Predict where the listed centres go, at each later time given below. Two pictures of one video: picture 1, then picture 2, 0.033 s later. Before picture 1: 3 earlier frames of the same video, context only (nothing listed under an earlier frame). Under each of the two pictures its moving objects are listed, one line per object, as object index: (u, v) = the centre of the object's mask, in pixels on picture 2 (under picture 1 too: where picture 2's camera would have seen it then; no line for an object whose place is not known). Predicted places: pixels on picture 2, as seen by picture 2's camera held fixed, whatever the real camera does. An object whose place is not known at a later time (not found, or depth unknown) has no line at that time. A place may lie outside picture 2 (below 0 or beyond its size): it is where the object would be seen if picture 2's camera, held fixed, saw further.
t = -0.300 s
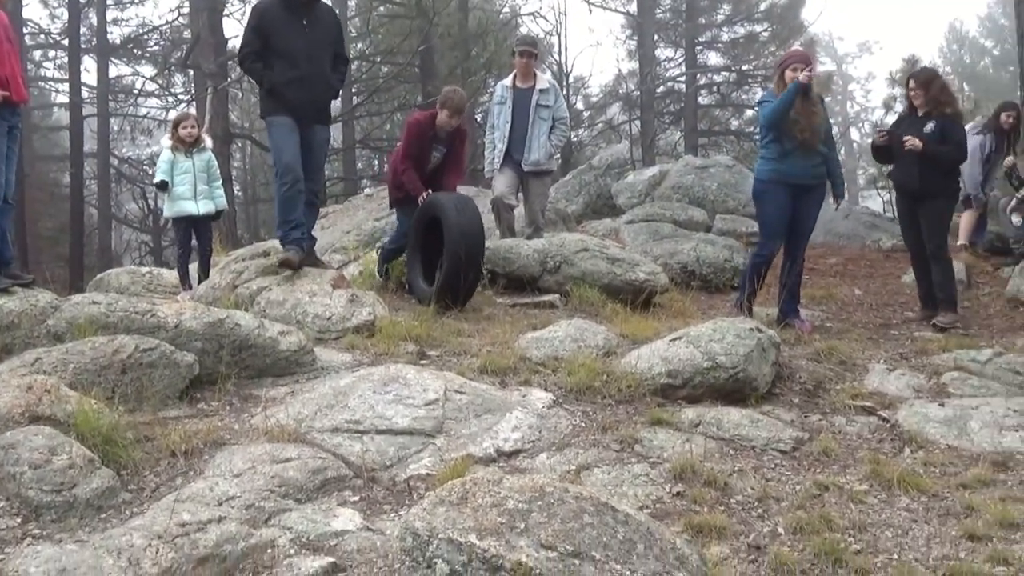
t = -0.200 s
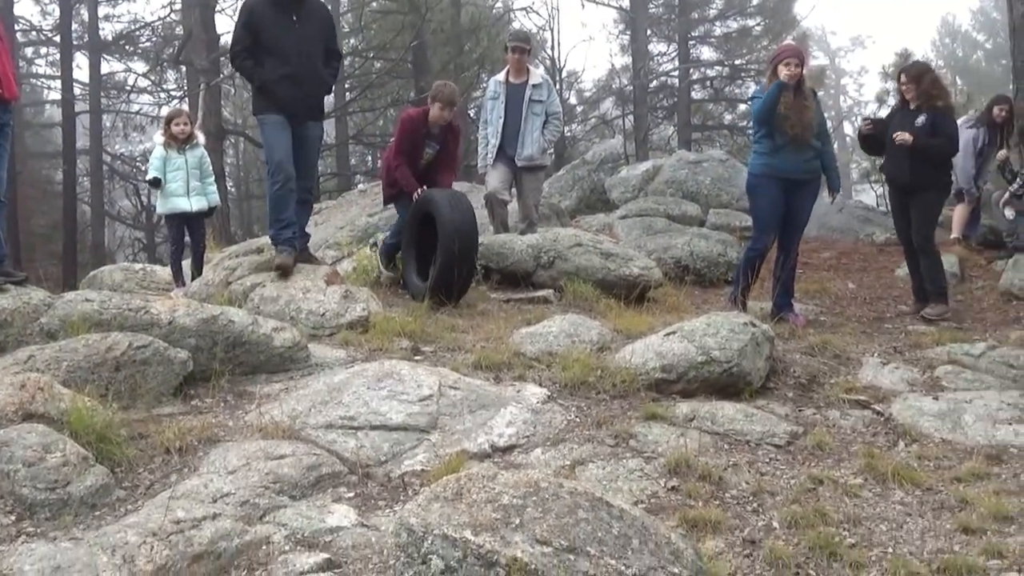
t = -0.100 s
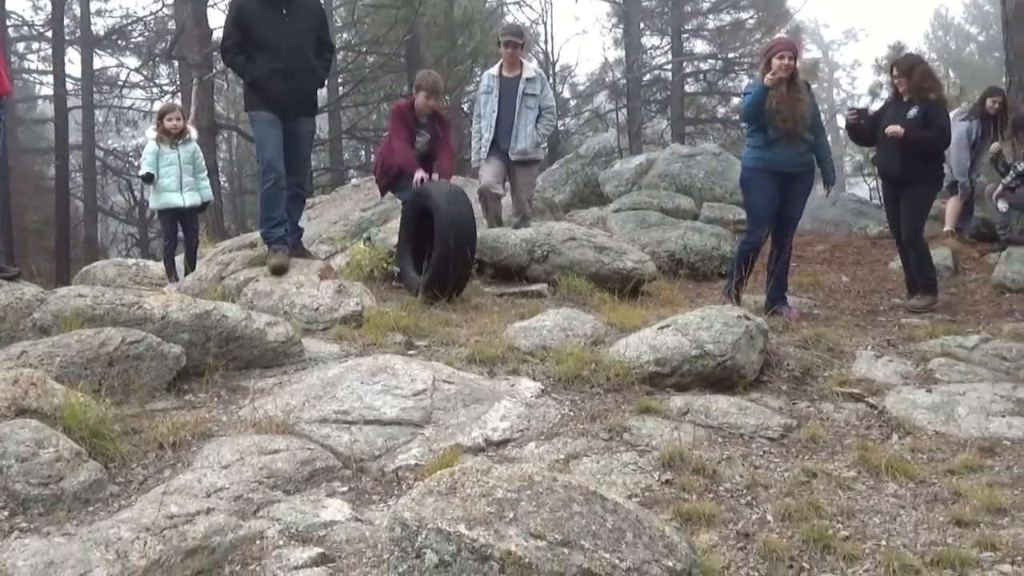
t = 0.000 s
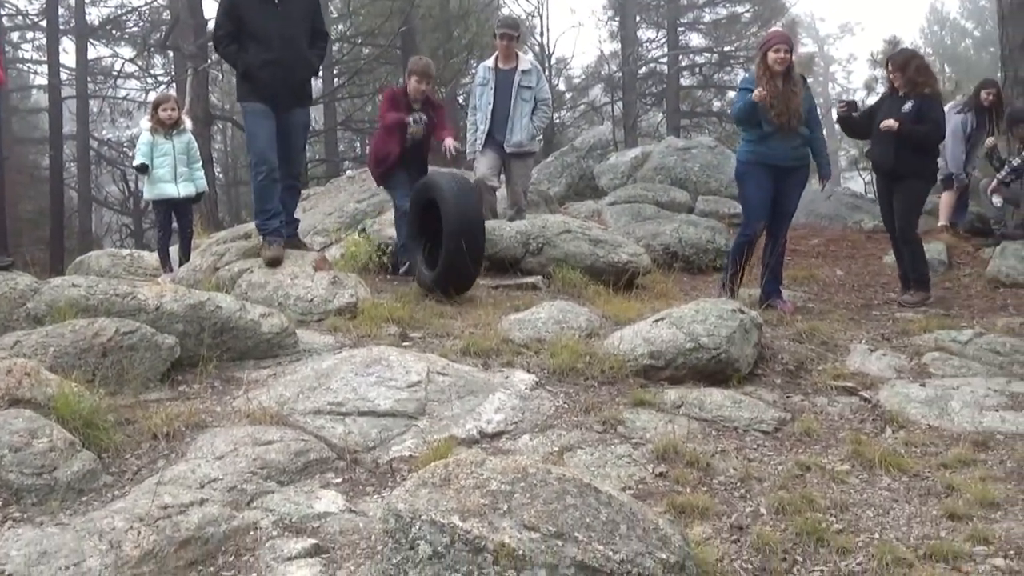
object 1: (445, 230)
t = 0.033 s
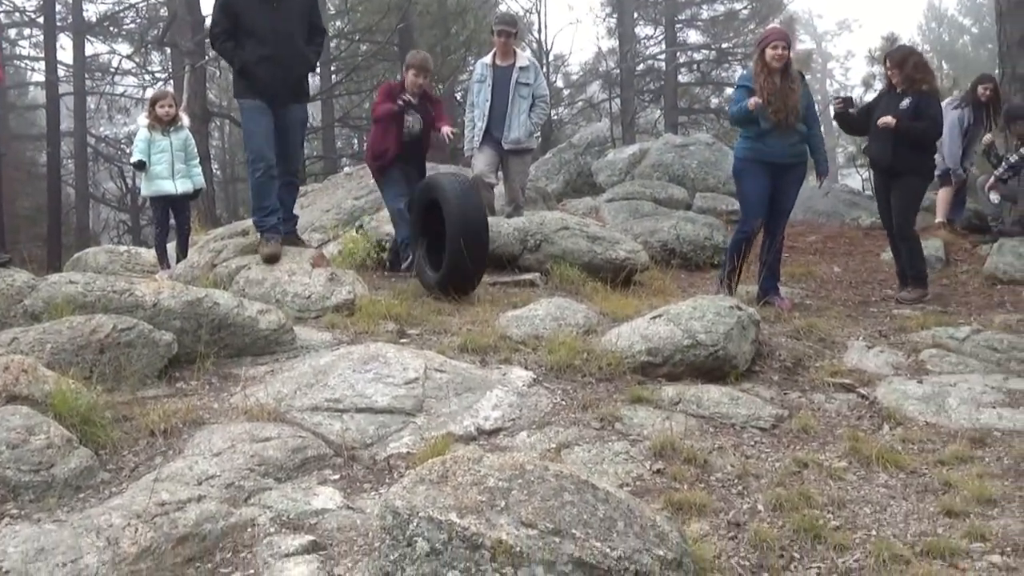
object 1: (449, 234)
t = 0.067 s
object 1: (457, 238)
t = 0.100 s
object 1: (461, 242)
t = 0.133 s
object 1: (464, 241)
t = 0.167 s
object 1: (468, 241)
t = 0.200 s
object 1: (472, 240)
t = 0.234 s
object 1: (475, 241)
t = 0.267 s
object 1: (479, 242)
